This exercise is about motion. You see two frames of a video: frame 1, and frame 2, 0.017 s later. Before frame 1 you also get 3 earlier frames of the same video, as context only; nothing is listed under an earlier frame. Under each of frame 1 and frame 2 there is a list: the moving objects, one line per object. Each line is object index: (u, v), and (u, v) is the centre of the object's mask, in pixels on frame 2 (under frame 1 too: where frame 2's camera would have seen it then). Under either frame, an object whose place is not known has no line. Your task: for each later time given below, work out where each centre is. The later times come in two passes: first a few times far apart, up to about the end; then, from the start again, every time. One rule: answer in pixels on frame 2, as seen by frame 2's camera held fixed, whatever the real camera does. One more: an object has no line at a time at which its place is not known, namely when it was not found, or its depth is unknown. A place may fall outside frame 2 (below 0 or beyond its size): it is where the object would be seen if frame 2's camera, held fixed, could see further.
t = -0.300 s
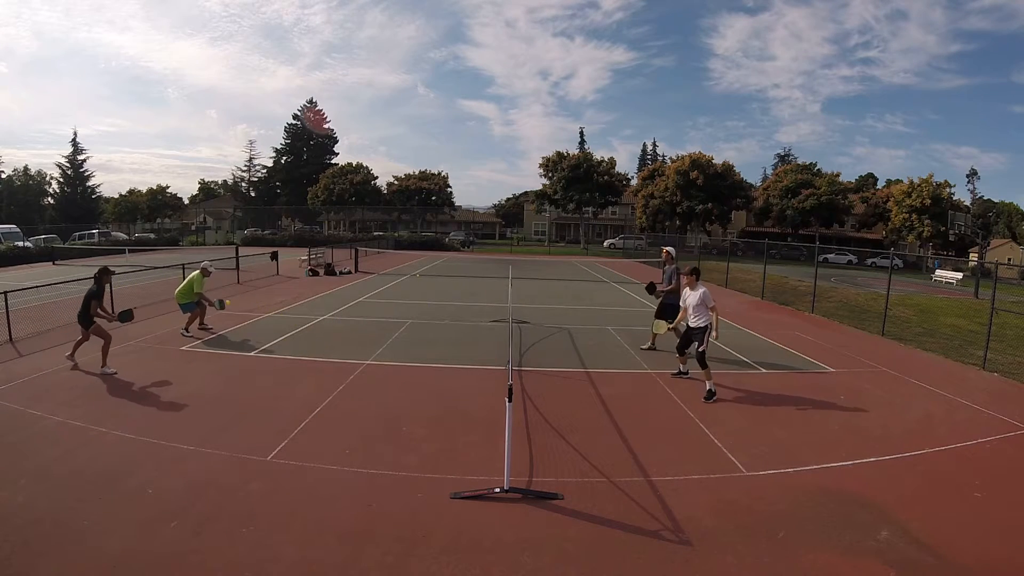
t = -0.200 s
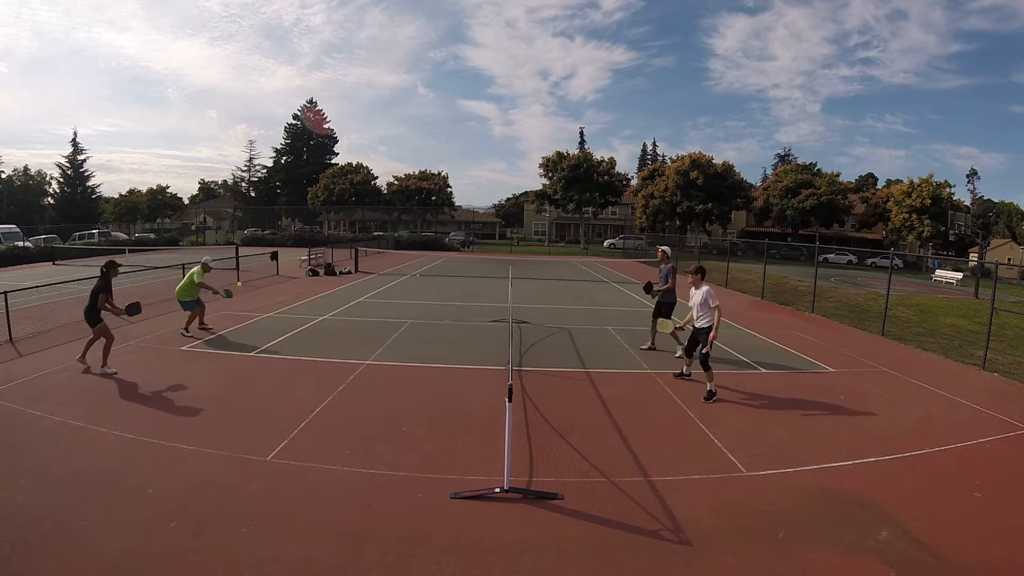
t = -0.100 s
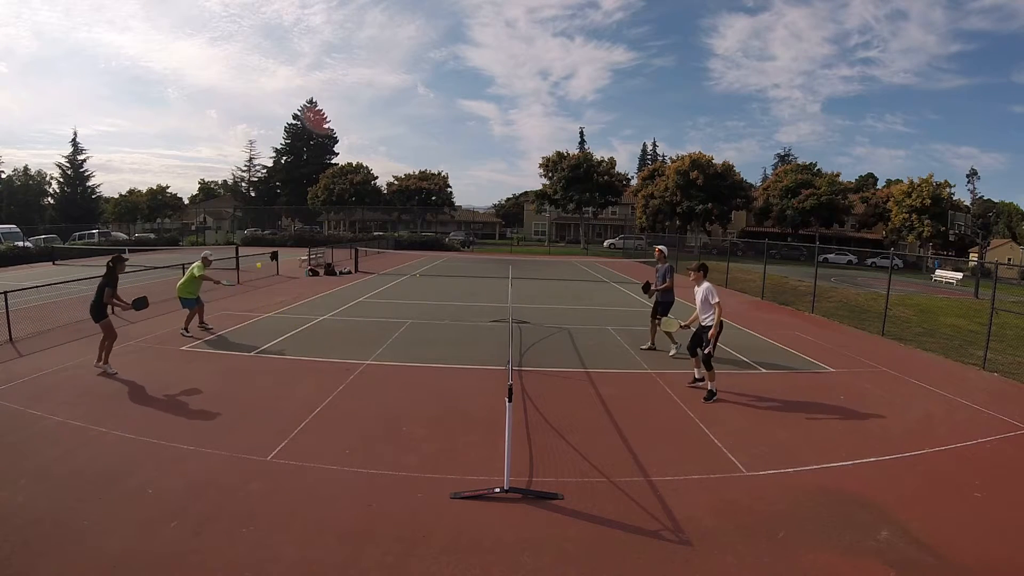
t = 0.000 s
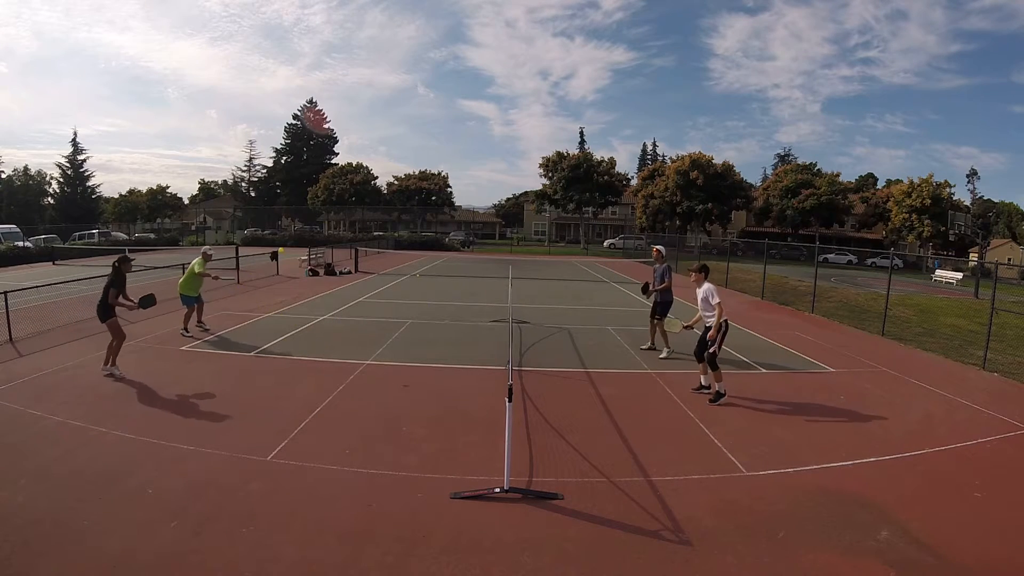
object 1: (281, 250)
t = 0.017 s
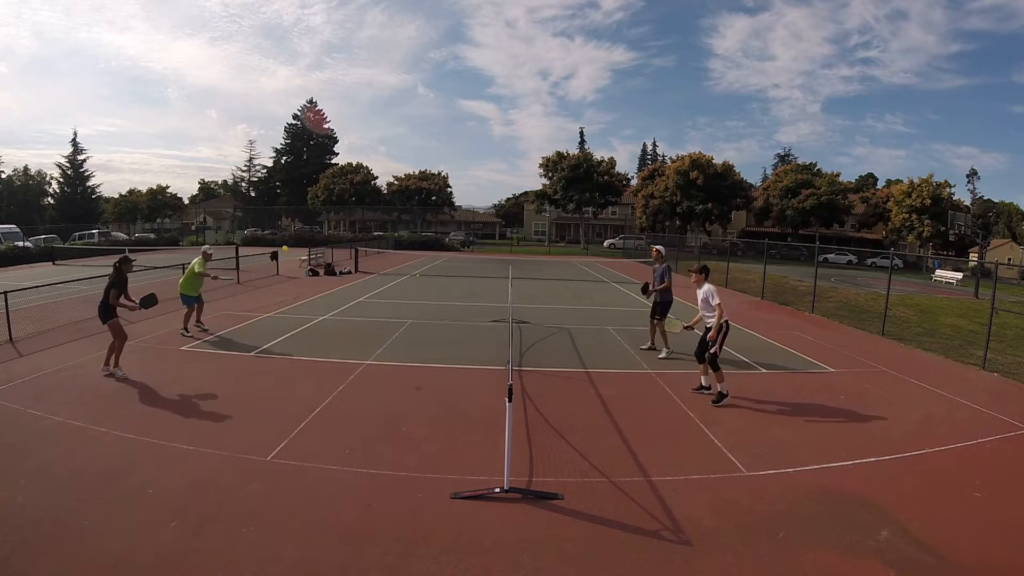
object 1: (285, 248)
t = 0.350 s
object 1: (383, 245)
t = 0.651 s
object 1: (510, 326)
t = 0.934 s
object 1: (640, 433)
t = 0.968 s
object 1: (650, 426)
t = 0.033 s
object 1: (289, 246)
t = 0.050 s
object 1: (293, 245)
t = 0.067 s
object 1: (297, 243)
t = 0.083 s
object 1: (301, 242)
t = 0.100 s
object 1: (306, 240)
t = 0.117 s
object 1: (310, 239)
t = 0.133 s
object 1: (315, 238)
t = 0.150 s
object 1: (319, 238)
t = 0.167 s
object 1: (324, 237)
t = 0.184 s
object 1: (329, 237)
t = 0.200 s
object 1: (334, 236)
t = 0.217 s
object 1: (339, 237)
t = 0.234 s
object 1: (344, 237)
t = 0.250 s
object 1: (349, 237)
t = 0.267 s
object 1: (355, 238)
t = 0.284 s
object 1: (360, 239)
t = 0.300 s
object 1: (366, 240)
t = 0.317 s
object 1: (371, 242)
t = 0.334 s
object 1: (377, 243)
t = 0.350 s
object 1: (383, 245)
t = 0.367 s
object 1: (389, 247)
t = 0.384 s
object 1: (395, 249)
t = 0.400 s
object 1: (402, 252)
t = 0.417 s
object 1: (408, 255)
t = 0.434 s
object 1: (415, 258)
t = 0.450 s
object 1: (421, 261)
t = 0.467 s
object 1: (428, 265)
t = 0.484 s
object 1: (435, 269)
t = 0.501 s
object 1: (442, 273)
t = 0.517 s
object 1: (449, 278)
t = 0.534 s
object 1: (456, 283)
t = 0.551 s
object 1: (464, 289)
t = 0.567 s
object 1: (471, 294)
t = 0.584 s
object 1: (479, 300)
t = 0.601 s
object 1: (486, 306)
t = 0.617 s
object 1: (494, 312)
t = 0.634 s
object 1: (502, 320)
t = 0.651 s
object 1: (510, 326)
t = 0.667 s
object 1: (518, 334)
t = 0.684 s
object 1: (527, 342)
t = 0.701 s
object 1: (535, 350)
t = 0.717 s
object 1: (543, 359)
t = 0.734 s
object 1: (552, 367)
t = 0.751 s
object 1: (560, 376)
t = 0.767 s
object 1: (569, 386)
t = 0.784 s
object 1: (577, 396)
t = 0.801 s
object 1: (586, 405)
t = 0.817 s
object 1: (594, 416)
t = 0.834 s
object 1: (603, 426)
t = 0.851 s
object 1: (612, 436)
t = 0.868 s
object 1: (621, 448)
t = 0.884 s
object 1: (626, 446)
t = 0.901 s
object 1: (630, 442)
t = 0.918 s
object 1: (635, 438)
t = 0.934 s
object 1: (640, 433)
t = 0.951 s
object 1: (645, 429)
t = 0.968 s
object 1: (650, 426)
